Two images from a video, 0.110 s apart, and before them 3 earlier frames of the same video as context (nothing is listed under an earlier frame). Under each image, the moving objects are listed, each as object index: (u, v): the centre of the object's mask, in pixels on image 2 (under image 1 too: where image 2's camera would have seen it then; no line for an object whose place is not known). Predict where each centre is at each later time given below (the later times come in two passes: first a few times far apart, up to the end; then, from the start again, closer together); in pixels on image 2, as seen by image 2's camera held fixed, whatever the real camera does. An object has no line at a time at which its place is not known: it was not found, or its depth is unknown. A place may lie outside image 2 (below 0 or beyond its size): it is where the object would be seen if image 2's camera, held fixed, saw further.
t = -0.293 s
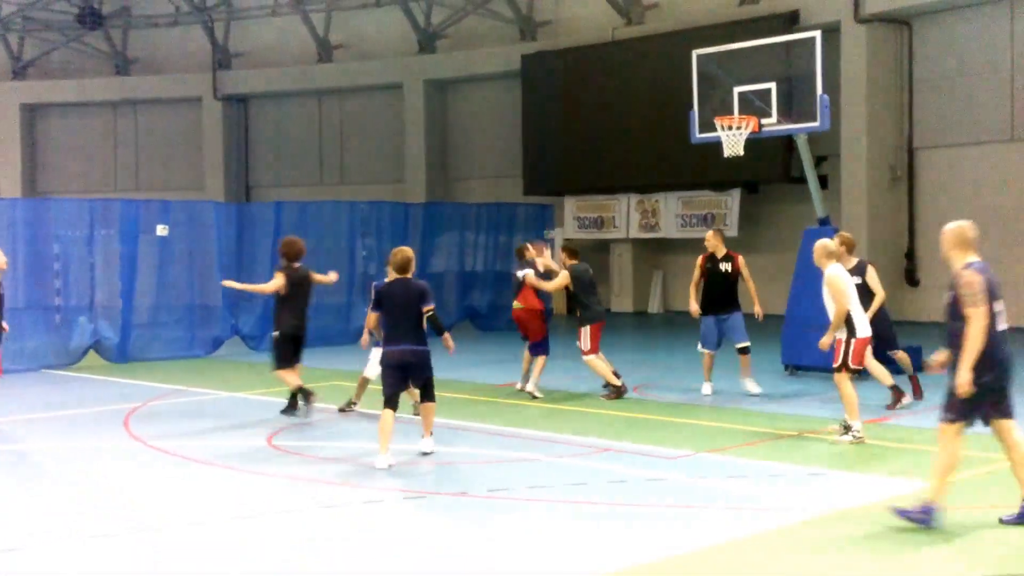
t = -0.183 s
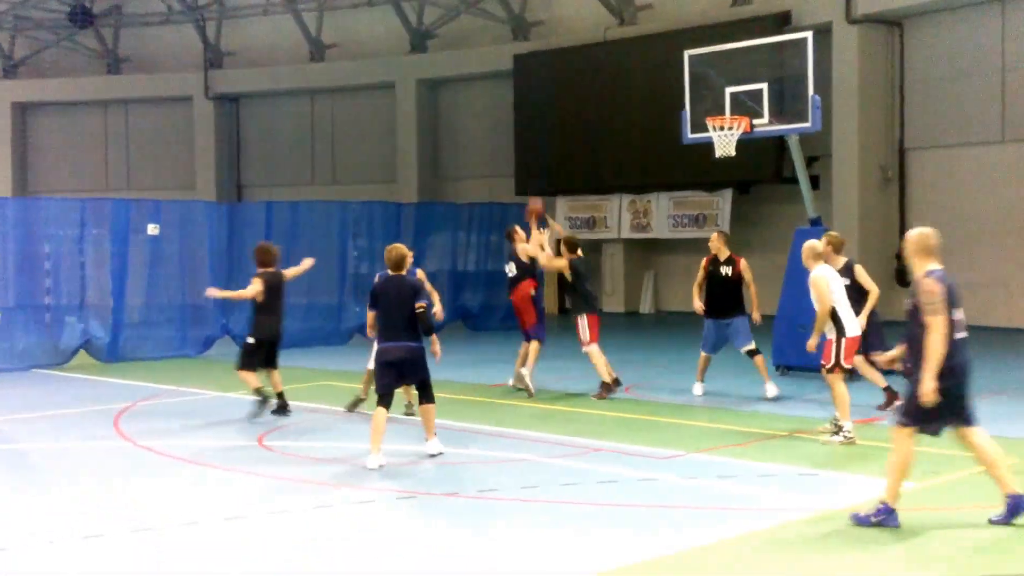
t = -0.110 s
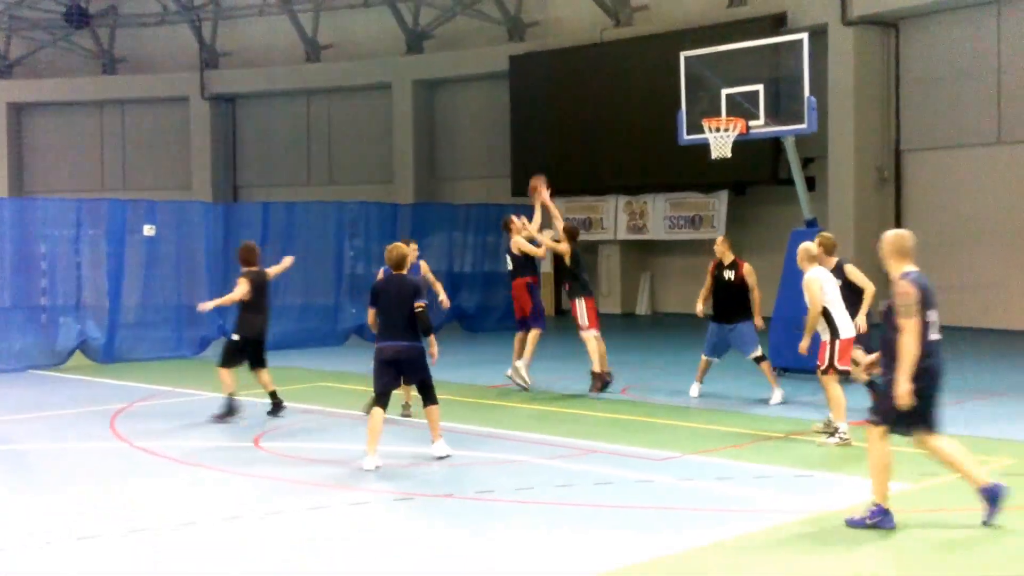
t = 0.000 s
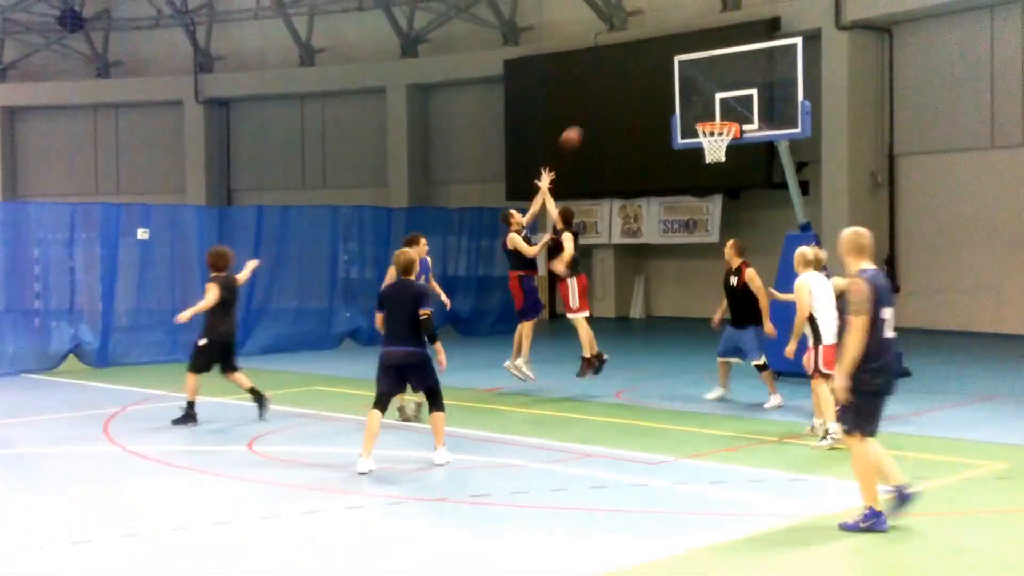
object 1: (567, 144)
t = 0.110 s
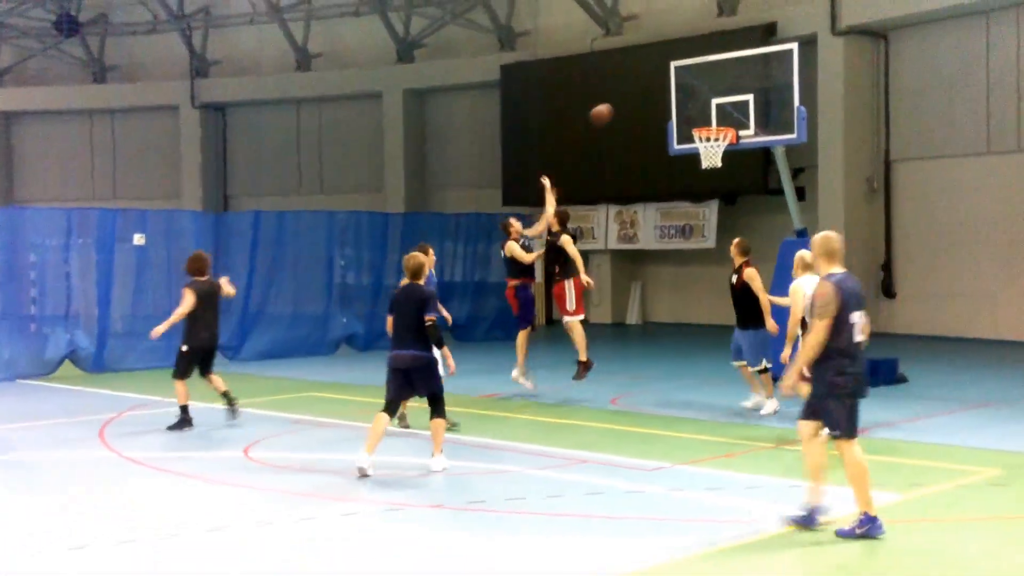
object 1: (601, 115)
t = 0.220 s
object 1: (636, 94)
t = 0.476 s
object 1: (701, 83)
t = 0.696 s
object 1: (716, 119)
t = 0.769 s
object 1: (716, 123)
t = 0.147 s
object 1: (613, 107)
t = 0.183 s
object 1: (624, 100)
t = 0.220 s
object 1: (636, 94)
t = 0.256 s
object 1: (647, 89)
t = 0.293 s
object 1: (658, 85)
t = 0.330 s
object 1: (670, 83)
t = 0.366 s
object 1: (684, 82)
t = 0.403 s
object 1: (694, 81)
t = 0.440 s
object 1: (699, 82)
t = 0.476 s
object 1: (701, 83)
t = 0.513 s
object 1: (703, 87)
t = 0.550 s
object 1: (706, 91)
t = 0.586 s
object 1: (708, 96)
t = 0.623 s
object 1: (710, 103)
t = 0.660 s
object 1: (714, 112)
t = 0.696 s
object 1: (716, 119)
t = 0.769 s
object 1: (716, 123)
